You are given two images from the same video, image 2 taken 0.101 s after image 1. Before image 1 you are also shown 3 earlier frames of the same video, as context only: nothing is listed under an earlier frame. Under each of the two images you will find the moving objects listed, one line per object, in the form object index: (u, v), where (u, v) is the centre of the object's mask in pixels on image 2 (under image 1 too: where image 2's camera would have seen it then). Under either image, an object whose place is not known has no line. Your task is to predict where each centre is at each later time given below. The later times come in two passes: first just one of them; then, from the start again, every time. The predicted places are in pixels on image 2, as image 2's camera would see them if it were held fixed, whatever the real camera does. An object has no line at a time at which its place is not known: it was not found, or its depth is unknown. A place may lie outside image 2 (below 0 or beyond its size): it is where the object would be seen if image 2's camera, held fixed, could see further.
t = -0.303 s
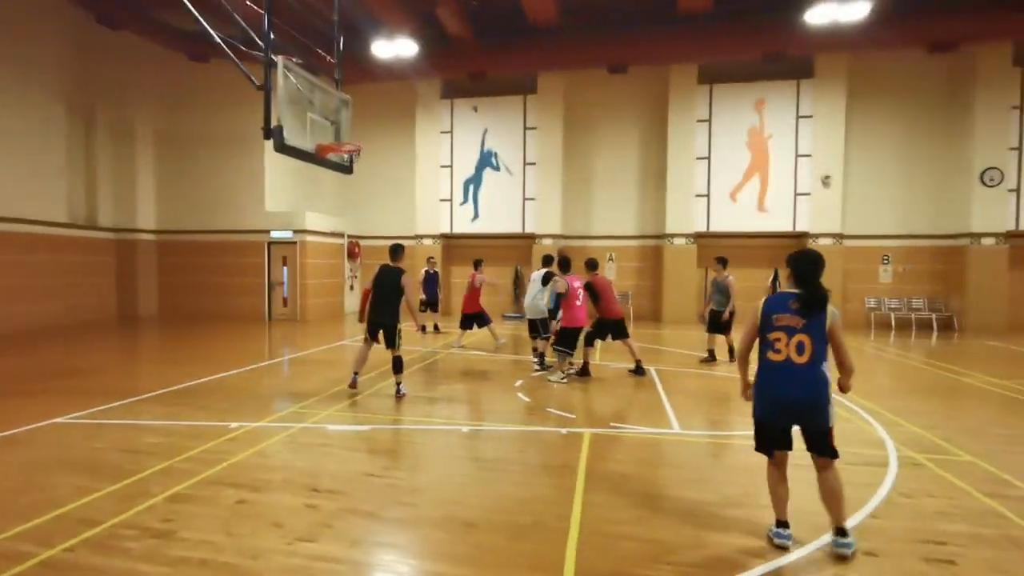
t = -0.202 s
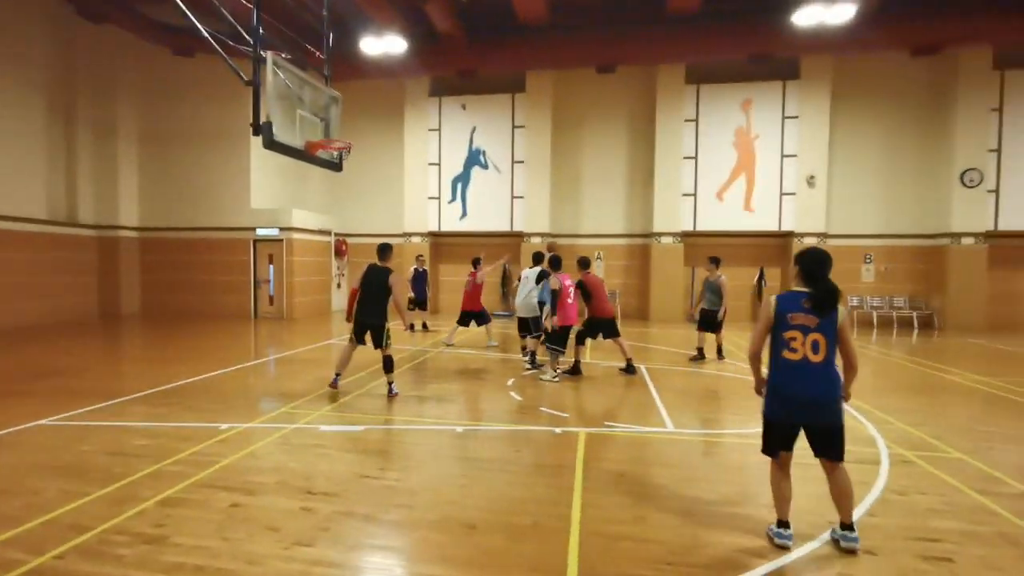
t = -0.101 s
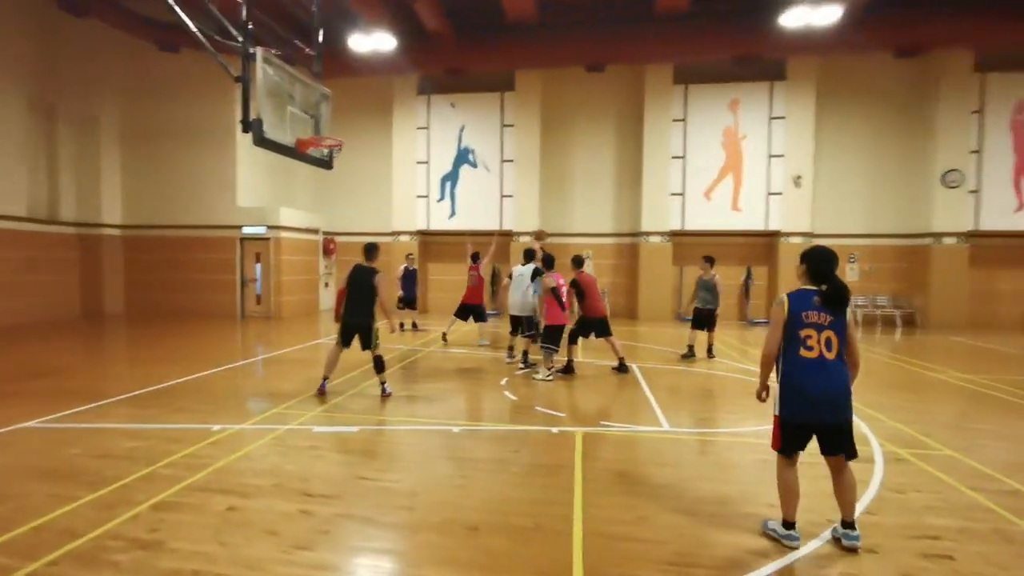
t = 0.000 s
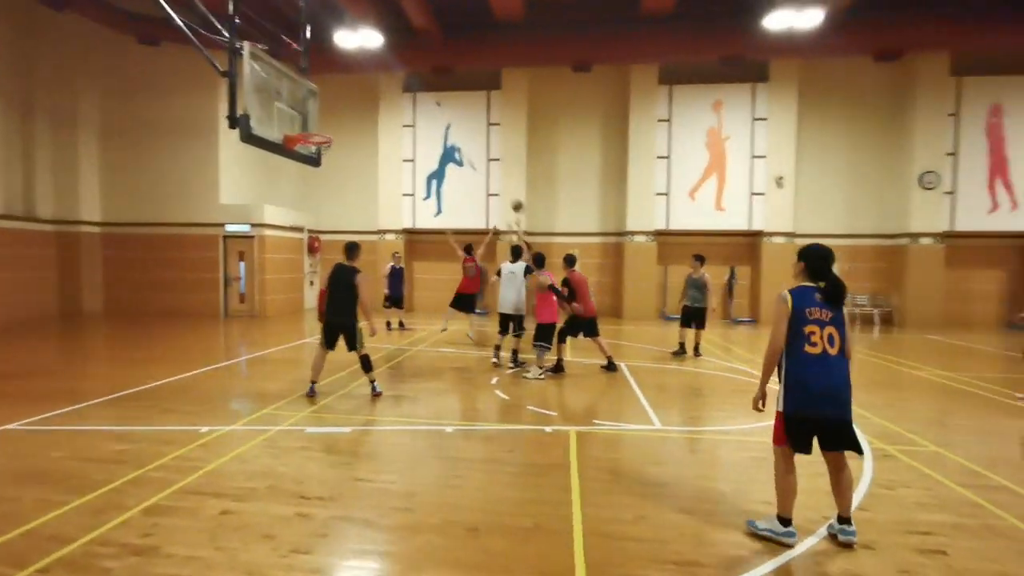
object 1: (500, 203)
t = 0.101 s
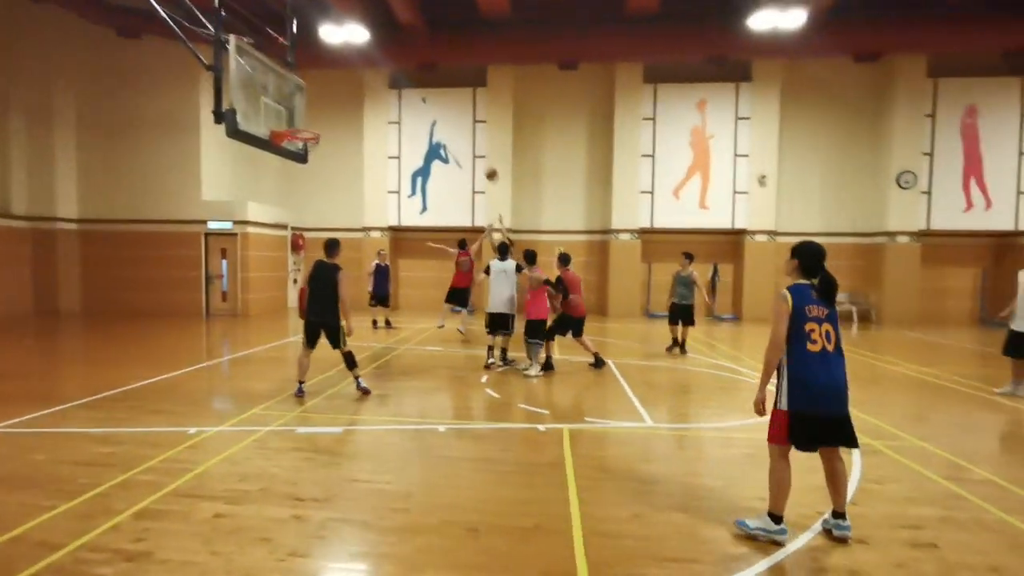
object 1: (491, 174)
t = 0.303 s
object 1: (469, 127)
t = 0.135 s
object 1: (488, 165)
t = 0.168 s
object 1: (483, 157)
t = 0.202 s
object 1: (480, 149)
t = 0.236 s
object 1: (476, 141)
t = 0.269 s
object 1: (472, 134)
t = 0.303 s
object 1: (469, 127)
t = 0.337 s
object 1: (464, 122)
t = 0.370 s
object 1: (461, 116)
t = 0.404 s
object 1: (456, 111)
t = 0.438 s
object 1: (452, 106)
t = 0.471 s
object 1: (448, 102)
